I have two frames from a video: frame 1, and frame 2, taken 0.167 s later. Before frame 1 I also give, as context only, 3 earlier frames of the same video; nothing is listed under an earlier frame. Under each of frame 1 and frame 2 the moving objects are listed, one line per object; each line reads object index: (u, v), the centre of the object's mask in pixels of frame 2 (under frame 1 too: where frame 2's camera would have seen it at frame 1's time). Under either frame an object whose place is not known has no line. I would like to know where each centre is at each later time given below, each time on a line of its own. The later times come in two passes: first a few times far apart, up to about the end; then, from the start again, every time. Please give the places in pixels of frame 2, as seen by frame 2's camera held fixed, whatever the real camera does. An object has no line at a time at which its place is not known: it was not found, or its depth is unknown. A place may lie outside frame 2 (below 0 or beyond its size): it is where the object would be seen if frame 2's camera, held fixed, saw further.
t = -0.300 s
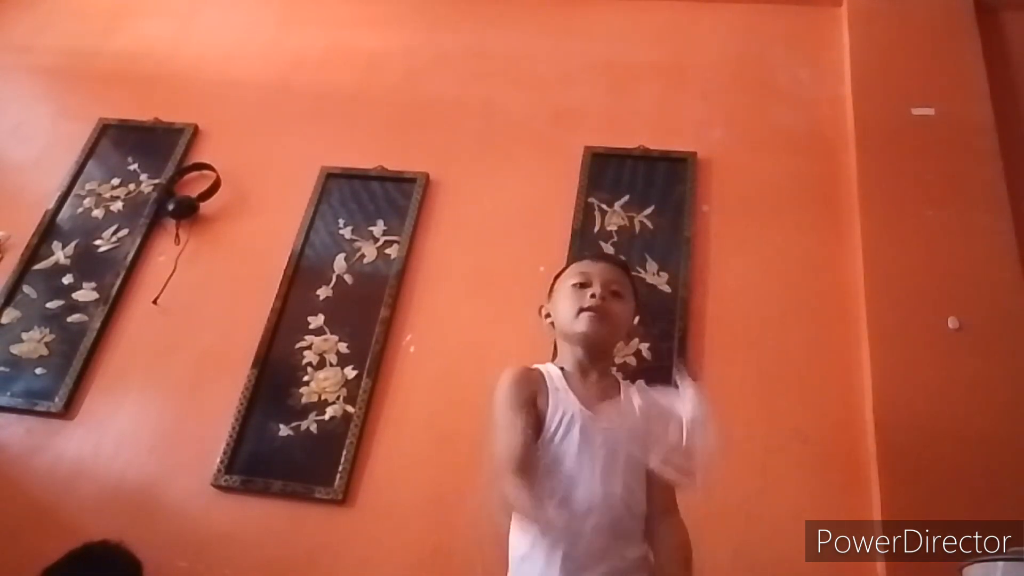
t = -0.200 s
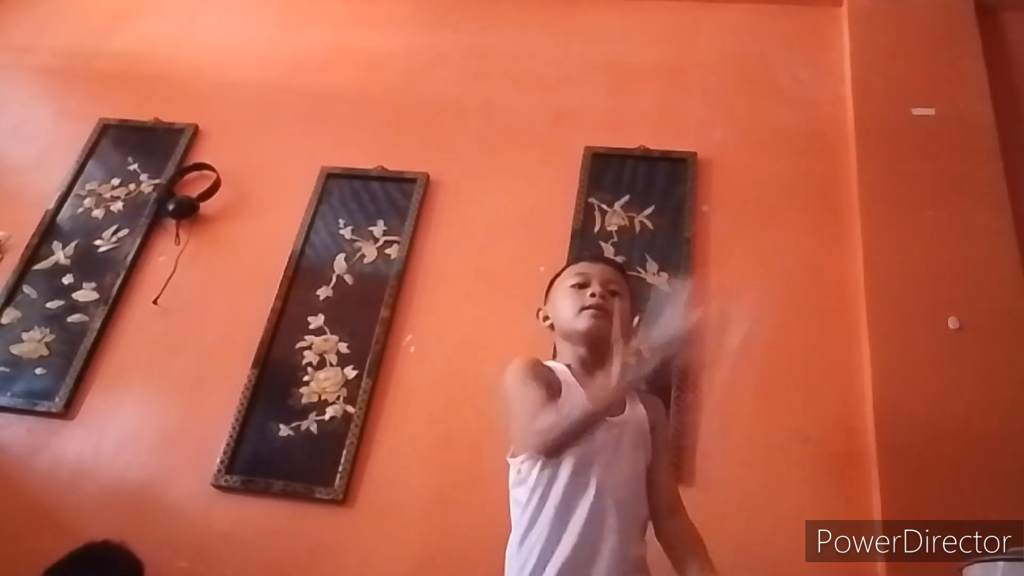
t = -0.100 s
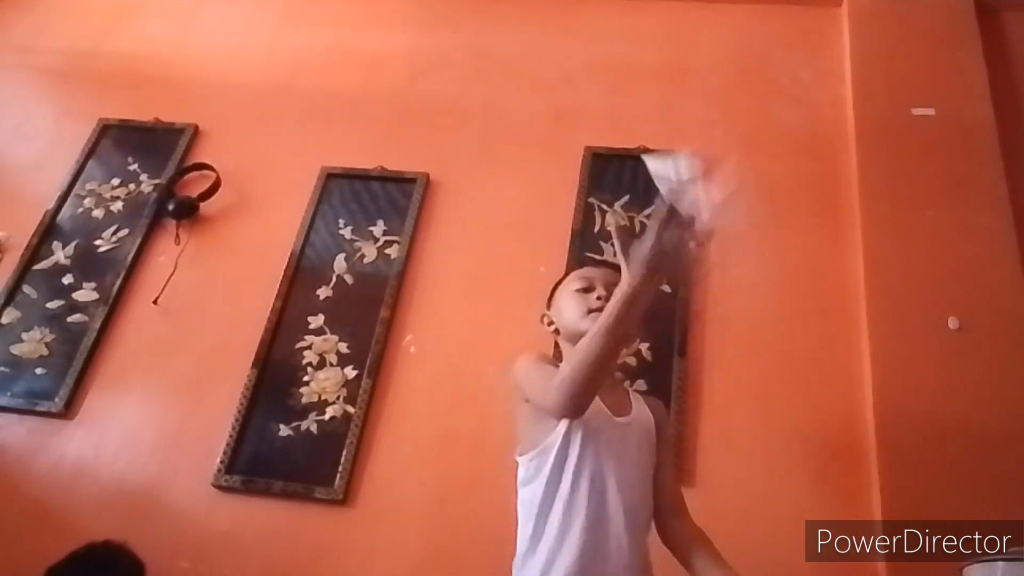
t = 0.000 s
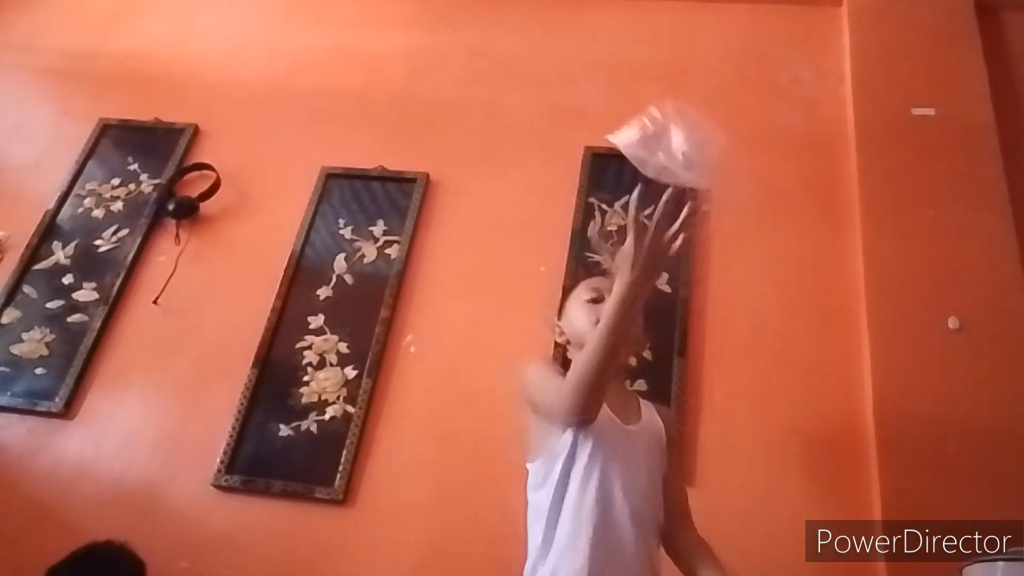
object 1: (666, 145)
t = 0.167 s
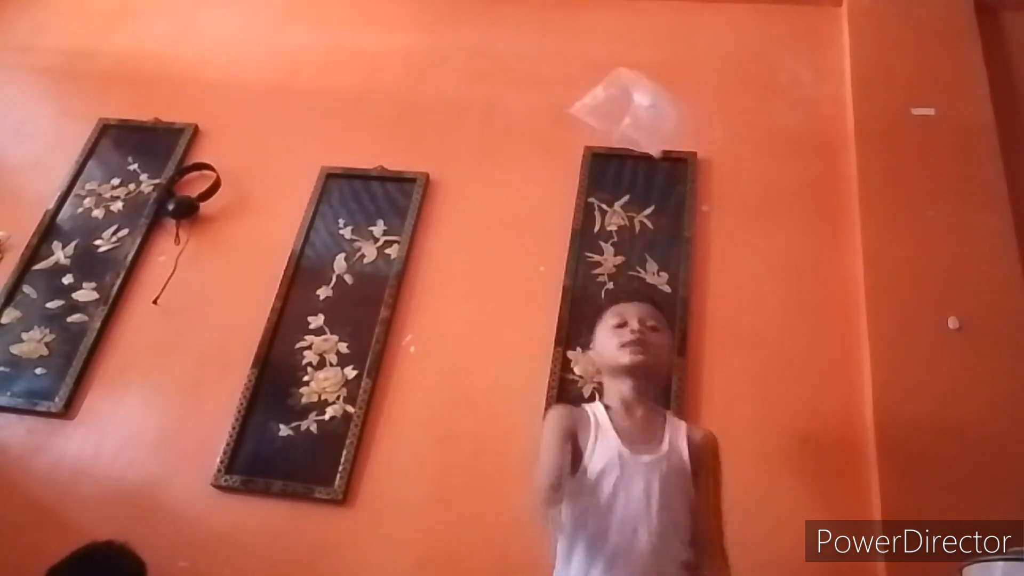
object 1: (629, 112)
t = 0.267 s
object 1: (609, 107)
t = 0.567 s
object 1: (551, 158)
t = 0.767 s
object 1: (535, 231)
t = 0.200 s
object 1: (621, 109)
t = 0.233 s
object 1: (615, 107)
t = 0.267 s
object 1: (609, 107)
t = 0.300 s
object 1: (603, 108)
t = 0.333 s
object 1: (598, 110)
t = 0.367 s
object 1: (589, 112)
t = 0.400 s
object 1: (583, 117)
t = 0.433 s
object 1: (577, 124)
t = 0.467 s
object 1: (571, 131)
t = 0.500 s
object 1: (564, 140)
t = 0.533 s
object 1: (557, 149)
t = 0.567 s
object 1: (551, 158)
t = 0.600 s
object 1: (544, 168)
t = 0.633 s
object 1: (538, 178)
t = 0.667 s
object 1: (535, 188)
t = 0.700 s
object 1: (534, 202)
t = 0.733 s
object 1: (534, 217)
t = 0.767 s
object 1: (535, 231)
